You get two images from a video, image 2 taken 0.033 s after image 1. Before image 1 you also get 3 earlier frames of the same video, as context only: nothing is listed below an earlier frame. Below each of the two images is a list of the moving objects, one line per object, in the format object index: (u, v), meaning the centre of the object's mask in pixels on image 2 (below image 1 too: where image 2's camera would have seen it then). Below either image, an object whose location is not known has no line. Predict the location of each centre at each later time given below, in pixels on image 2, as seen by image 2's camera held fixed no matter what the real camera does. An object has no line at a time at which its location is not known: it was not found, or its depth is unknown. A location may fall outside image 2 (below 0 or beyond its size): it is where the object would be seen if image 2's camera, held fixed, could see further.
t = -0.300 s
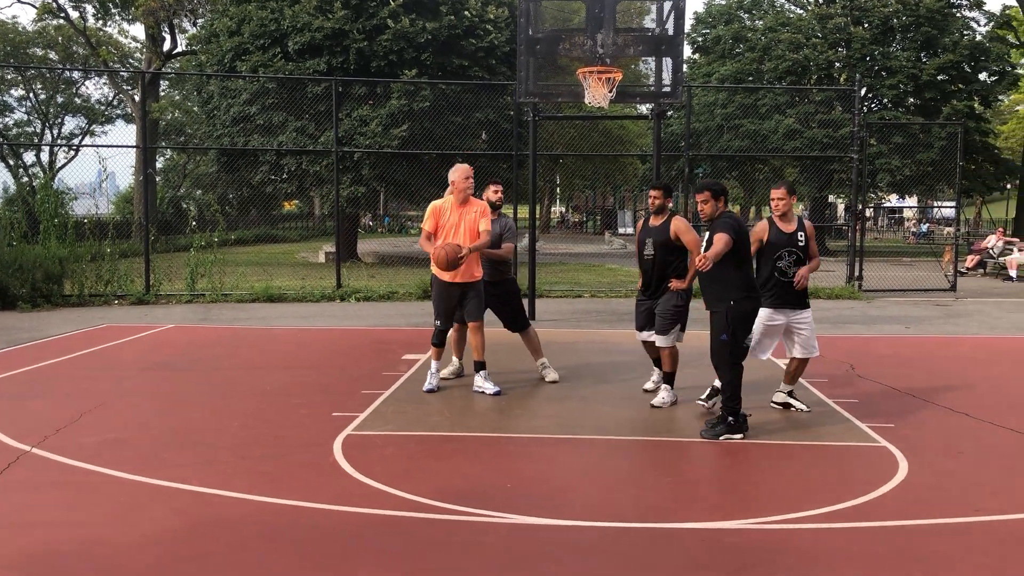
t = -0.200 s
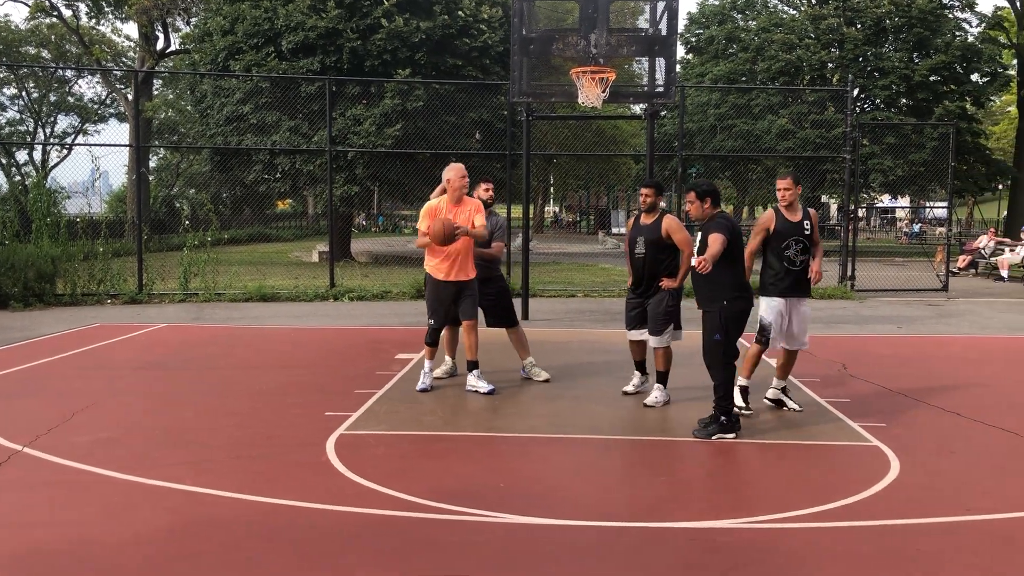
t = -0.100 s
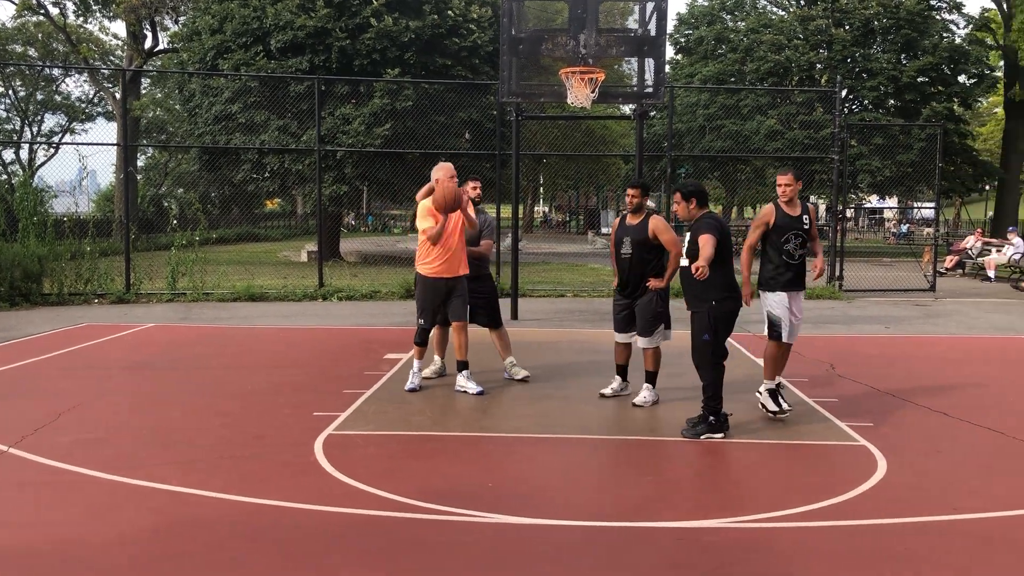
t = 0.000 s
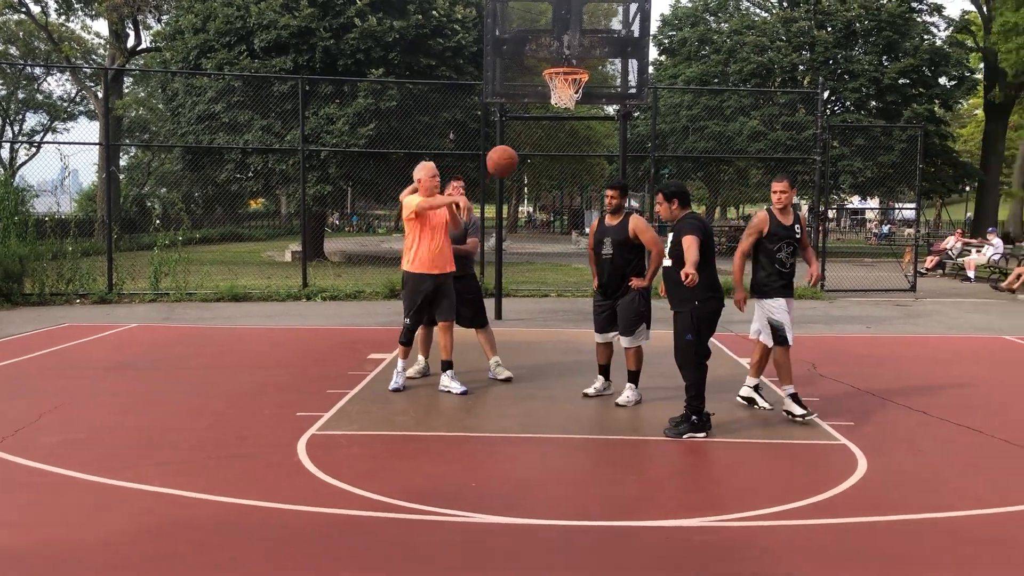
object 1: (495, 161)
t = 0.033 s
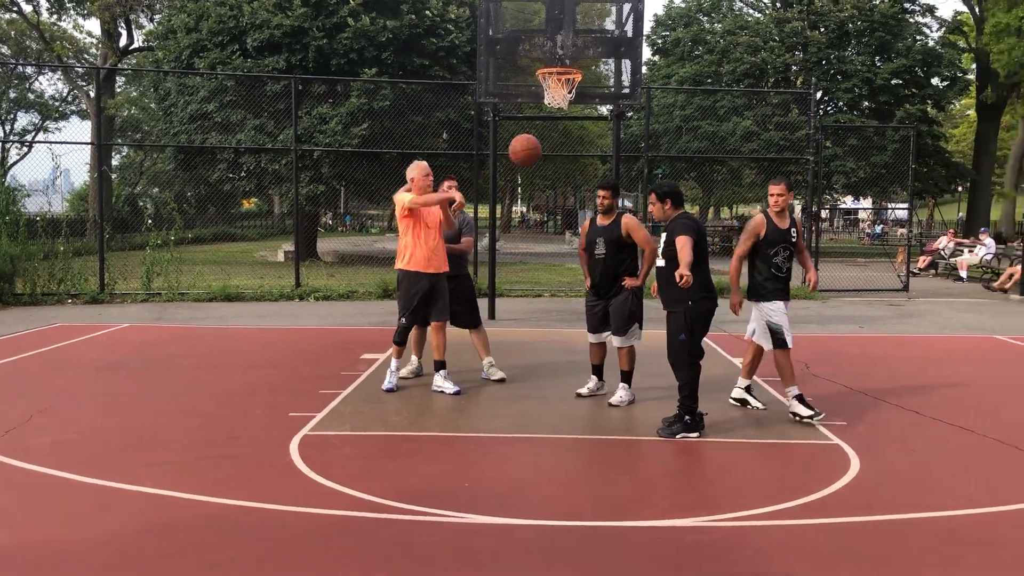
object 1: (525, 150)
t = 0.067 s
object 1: (555, 141)
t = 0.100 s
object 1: (586, 132)
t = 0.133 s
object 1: (619, 124)
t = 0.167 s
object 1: (652, 118)
